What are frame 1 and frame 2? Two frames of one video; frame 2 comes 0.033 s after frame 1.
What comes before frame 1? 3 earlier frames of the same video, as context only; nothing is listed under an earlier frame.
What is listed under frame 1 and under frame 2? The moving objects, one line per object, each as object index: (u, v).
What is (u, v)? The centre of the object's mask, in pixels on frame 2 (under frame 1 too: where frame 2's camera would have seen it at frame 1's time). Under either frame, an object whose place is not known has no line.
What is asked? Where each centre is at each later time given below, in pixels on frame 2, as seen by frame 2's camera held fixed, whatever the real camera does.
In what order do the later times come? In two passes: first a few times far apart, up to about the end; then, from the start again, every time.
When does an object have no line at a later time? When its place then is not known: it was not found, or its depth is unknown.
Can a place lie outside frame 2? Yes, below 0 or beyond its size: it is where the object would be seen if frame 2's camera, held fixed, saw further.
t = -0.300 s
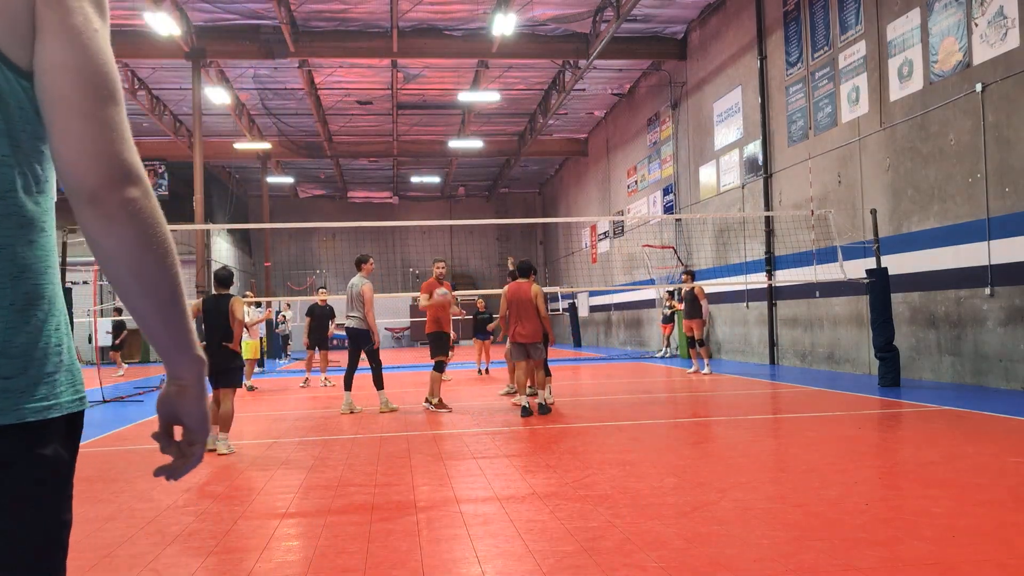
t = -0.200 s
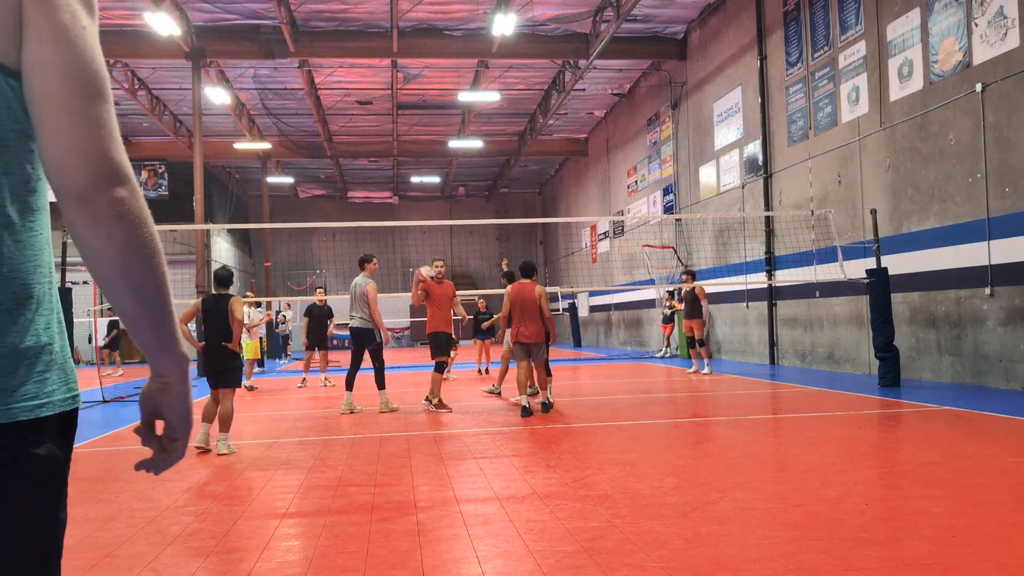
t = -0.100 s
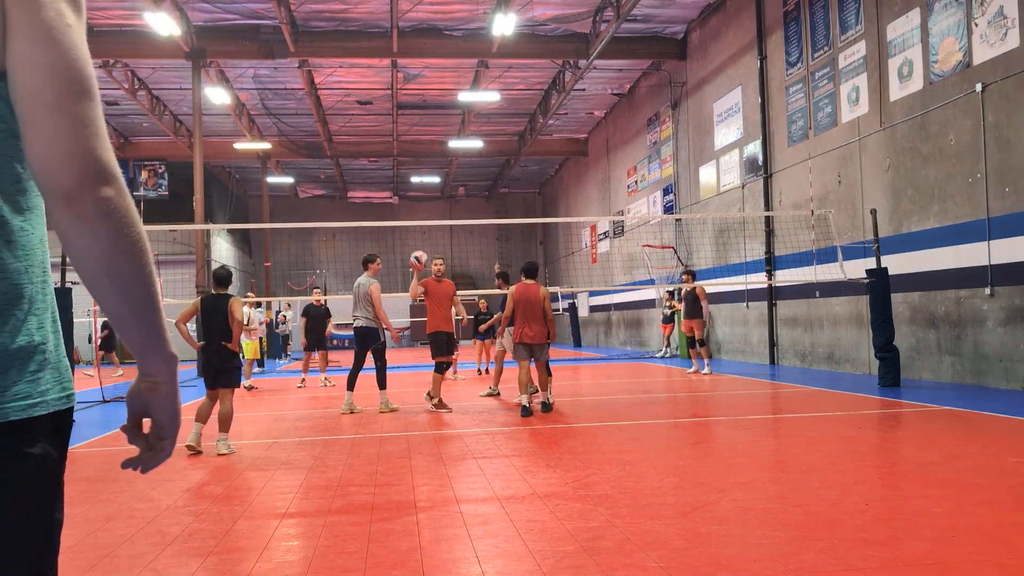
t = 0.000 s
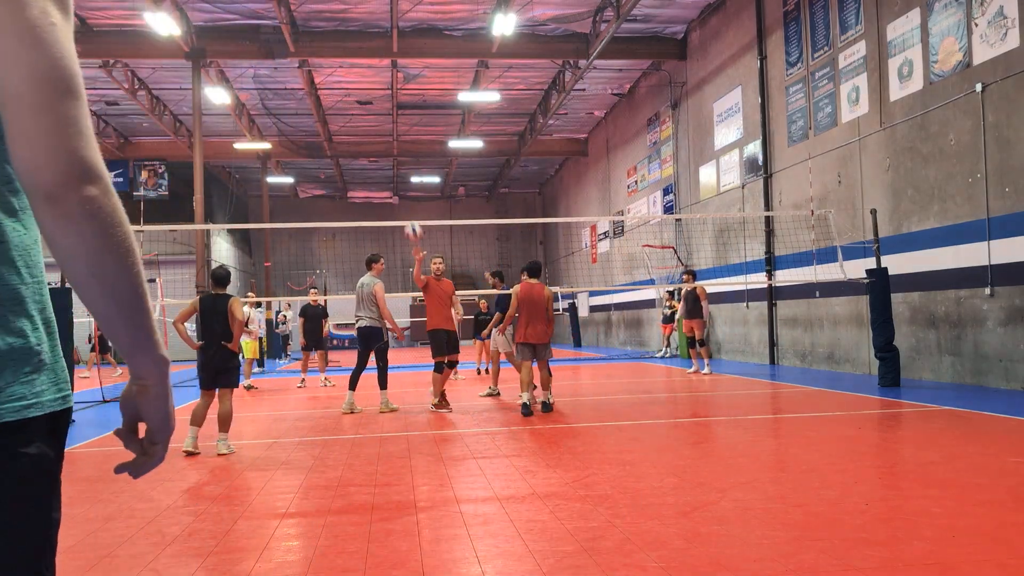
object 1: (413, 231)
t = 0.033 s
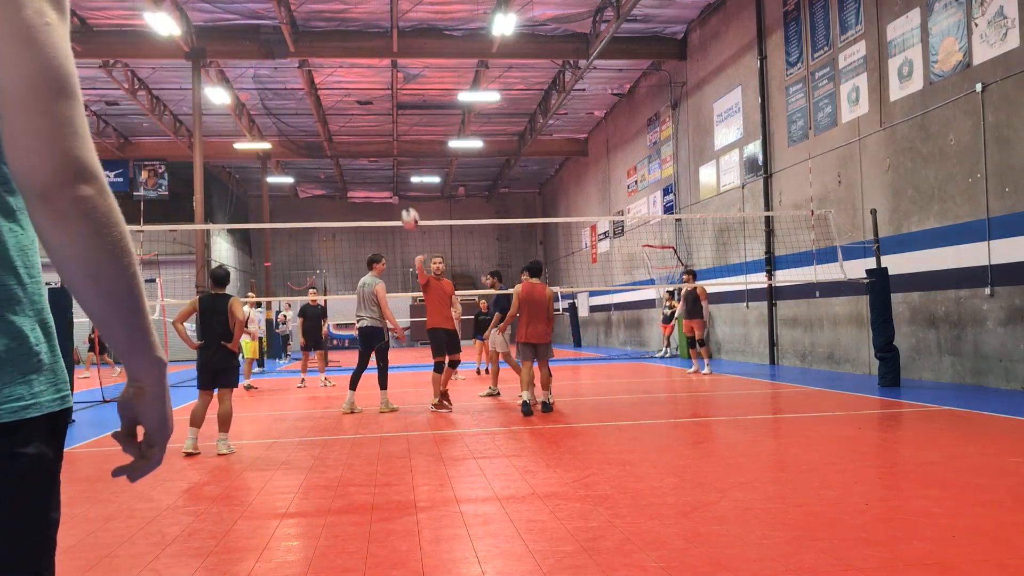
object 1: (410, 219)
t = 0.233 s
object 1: (385, 153)
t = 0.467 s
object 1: (346, 109)
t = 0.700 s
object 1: (292, 125)
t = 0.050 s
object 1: (408, 211)
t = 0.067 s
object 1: (406, 207)
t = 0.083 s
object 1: (404, 201)
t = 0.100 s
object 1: (403, 195)
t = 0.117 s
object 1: (401, 188)
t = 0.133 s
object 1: (399, 184)
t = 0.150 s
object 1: (396, 178)
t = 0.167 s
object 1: (394, 172)
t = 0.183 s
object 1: (392, 167)
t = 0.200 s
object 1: (390, 162)
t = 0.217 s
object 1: (388, 157)
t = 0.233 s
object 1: (385, 153)
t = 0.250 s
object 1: (383, 149)
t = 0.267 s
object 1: (381, 145)
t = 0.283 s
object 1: (378, 141)
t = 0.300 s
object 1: (376, 137)
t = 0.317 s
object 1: (373, 133)
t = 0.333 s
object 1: (370, 129)
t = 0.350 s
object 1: (368, 126)
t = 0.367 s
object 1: (365, 123)
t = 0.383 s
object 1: (362, 119)
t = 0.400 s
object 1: (358, 117)
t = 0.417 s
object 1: (356, 115)
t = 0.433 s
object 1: (353, 112)
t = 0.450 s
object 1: (349, 111)
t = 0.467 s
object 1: (346, 109)
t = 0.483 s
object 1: (343, 108)
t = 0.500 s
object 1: (340, 108)
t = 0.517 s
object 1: (336, 107)
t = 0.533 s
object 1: (333, 107)
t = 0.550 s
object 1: (329, 107)
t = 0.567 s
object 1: (326, 107)
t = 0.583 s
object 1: (322, 108)
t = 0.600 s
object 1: (319, 110)
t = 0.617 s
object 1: (314, 111)
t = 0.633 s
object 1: (310, 113)
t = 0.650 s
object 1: (306, 114)
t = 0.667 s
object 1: (301, 118)
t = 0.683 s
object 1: (296, 122)
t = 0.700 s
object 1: (292, 125)
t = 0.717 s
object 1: (288, 127)
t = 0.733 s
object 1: (283, 130)
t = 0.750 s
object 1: (279, 140)
